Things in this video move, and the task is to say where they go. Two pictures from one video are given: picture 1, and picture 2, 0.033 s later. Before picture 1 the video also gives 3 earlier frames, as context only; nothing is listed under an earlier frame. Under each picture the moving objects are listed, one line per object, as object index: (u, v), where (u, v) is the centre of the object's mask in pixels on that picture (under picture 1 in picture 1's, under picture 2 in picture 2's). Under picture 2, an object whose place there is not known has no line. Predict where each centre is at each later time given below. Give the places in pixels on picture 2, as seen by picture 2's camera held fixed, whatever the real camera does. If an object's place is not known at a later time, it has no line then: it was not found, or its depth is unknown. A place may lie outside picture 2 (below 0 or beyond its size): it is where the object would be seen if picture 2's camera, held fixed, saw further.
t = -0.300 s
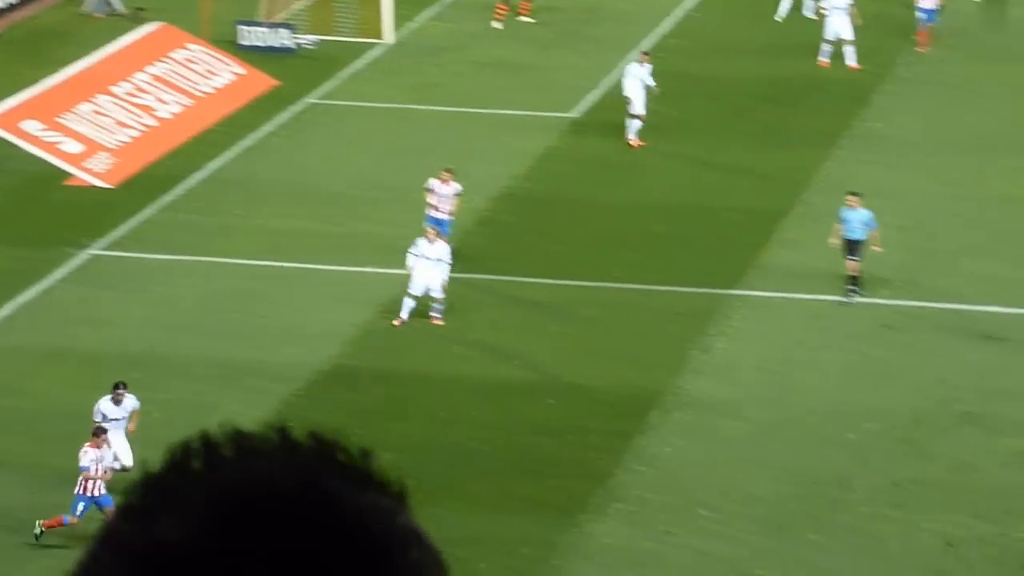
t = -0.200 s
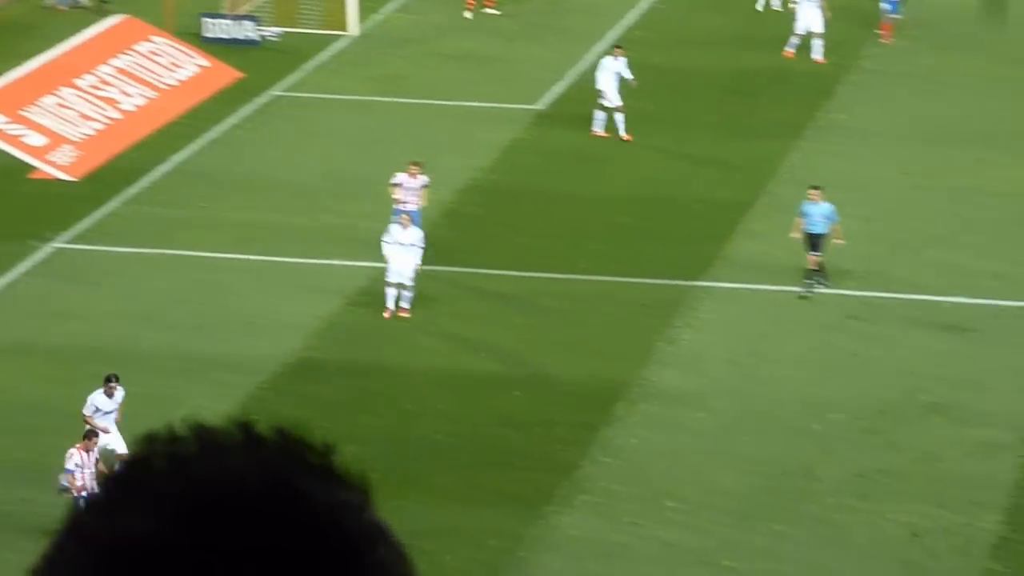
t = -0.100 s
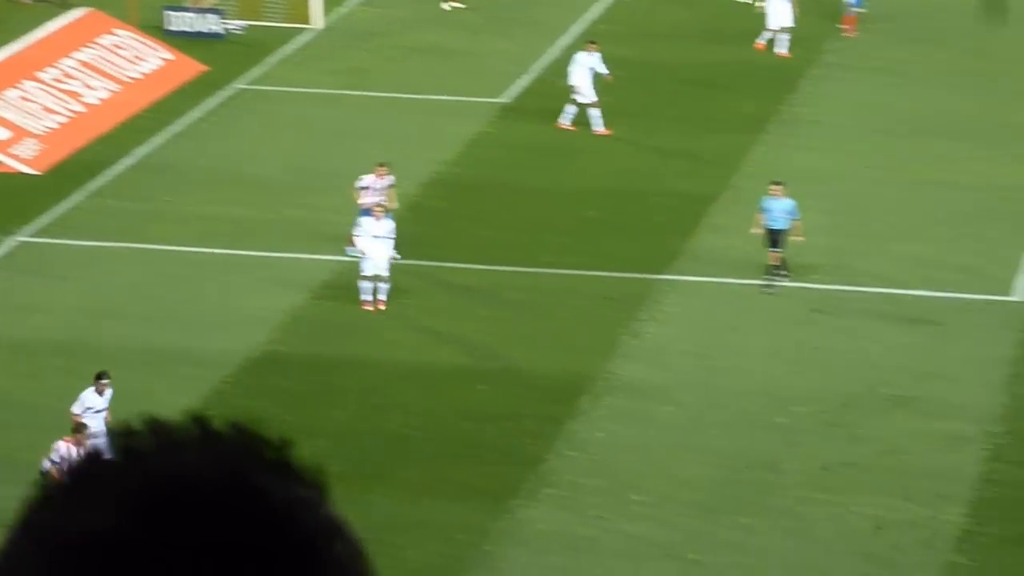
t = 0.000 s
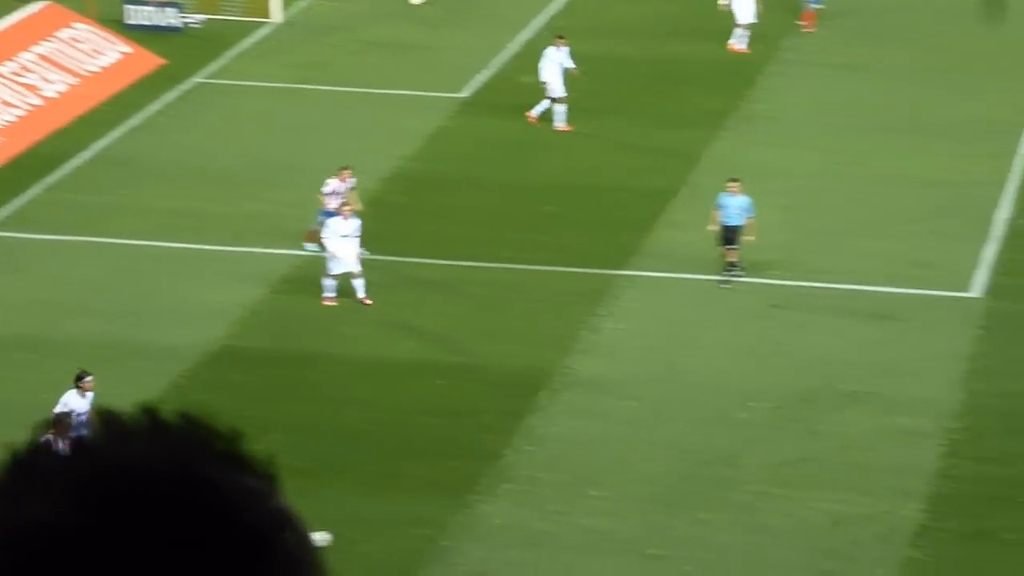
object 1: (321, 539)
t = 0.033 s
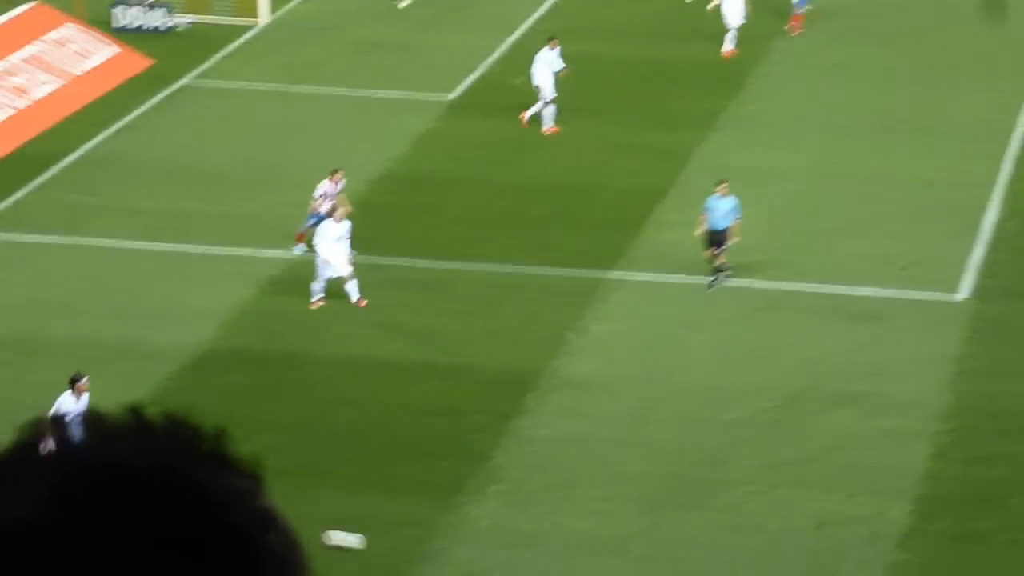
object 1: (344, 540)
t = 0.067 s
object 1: (392, 539)
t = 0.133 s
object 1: (488, 540)
